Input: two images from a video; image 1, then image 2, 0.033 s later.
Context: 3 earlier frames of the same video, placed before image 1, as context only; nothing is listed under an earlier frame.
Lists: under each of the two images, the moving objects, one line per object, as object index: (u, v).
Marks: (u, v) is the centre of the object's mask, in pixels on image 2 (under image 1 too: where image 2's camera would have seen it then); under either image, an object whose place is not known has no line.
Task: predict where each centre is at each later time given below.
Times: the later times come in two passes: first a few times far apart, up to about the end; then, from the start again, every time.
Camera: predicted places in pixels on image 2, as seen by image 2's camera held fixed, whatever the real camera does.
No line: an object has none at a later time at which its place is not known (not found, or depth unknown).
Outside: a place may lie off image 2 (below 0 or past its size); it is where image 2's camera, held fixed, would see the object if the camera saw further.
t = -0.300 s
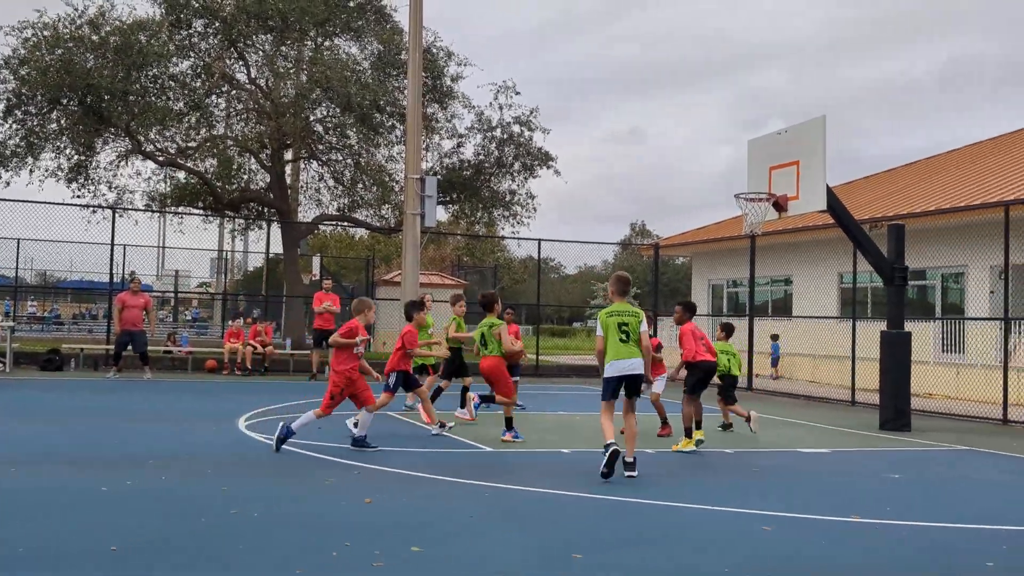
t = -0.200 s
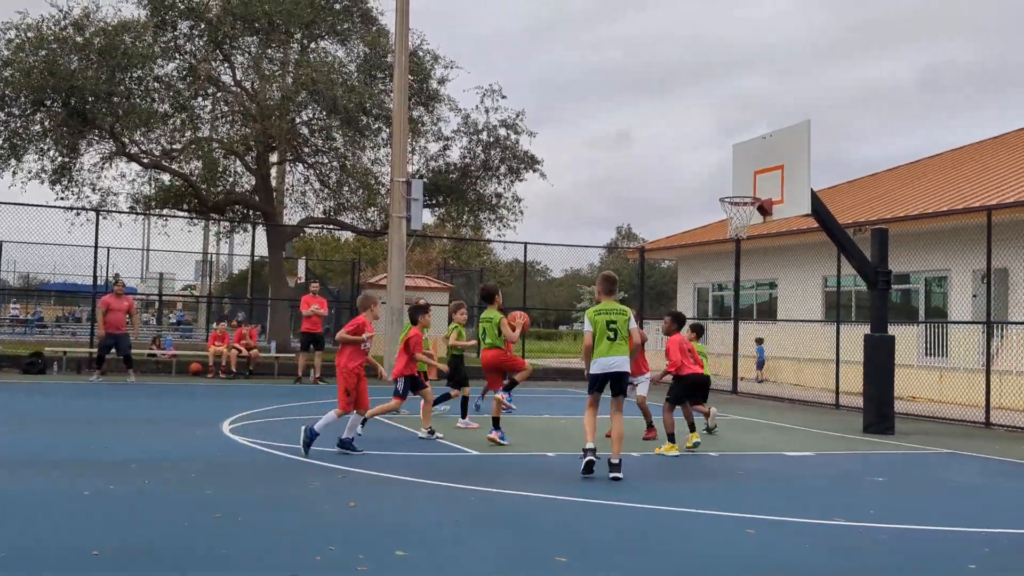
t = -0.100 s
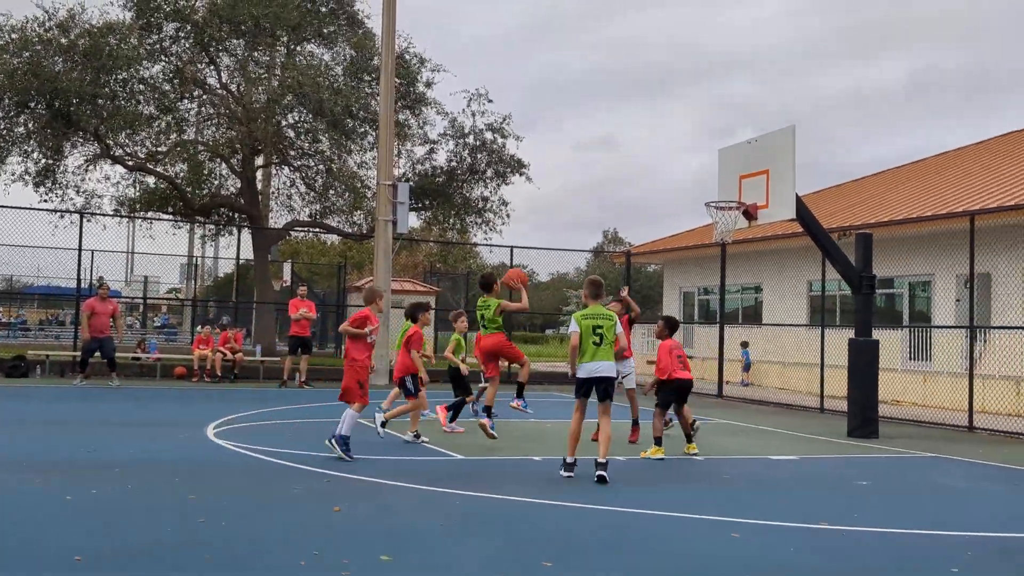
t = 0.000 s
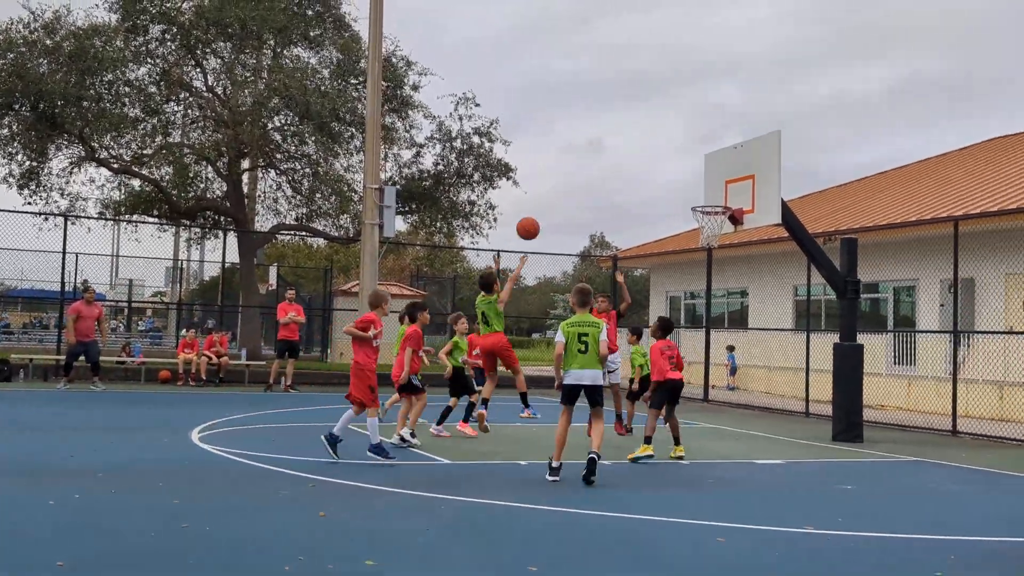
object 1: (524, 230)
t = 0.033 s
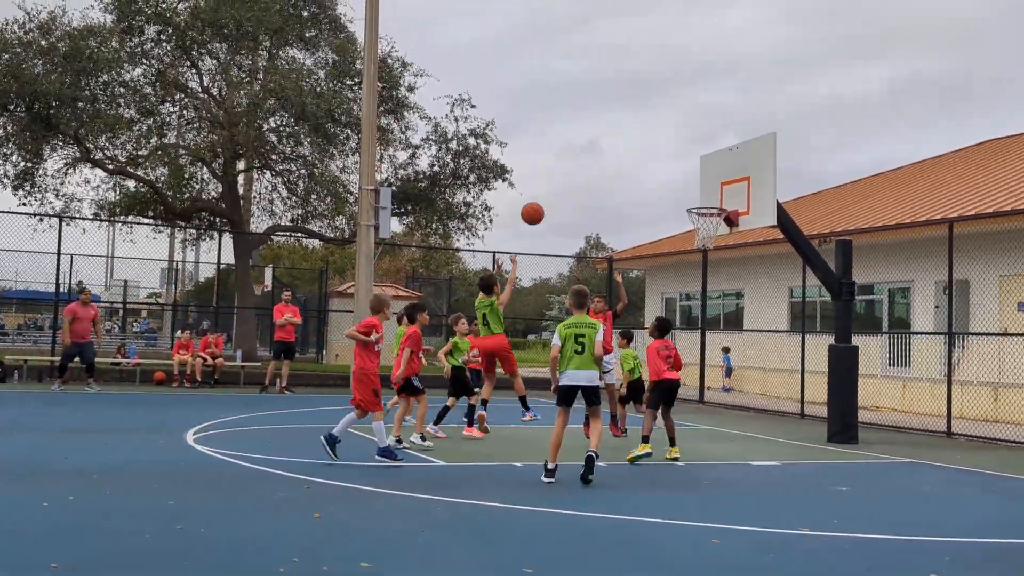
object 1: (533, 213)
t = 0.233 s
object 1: (581, 141)
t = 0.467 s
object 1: (629, 108)
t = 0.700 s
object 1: (671, 126)
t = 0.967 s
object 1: (712, 197)
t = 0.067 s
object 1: (541, 198)
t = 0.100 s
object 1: (549, 184)
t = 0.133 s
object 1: (558, 172)
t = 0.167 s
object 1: (565, 160)
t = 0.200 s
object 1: (573, 150)
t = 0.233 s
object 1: (581, 141)
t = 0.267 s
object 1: (588, 133)
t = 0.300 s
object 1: (595, 126)
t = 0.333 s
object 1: (602, 120)
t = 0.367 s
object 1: (609, 115)
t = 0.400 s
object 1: (616, 112)
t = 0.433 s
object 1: (622, 110)
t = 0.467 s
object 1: (629, 108)
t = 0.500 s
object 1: (635, 108)
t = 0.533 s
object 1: (641, 108)
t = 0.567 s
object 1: (647, 110)
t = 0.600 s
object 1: (653, 113)
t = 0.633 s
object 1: (659, 116)
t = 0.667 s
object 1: (665, 120)
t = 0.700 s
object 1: (671, 126)
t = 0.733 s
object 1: (676, 132)
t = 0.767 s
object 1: (681, 138)
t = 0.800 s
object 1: (687, 146)
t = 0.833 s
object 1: (692, 155)
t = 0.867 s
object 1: (698, 164)
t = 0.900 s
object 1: (703, 175)
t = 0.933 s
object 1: (708, 186)
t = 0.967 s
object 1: (712, 197)
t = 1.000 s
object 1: (714, 204)
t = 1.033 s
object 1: (712, 203)
